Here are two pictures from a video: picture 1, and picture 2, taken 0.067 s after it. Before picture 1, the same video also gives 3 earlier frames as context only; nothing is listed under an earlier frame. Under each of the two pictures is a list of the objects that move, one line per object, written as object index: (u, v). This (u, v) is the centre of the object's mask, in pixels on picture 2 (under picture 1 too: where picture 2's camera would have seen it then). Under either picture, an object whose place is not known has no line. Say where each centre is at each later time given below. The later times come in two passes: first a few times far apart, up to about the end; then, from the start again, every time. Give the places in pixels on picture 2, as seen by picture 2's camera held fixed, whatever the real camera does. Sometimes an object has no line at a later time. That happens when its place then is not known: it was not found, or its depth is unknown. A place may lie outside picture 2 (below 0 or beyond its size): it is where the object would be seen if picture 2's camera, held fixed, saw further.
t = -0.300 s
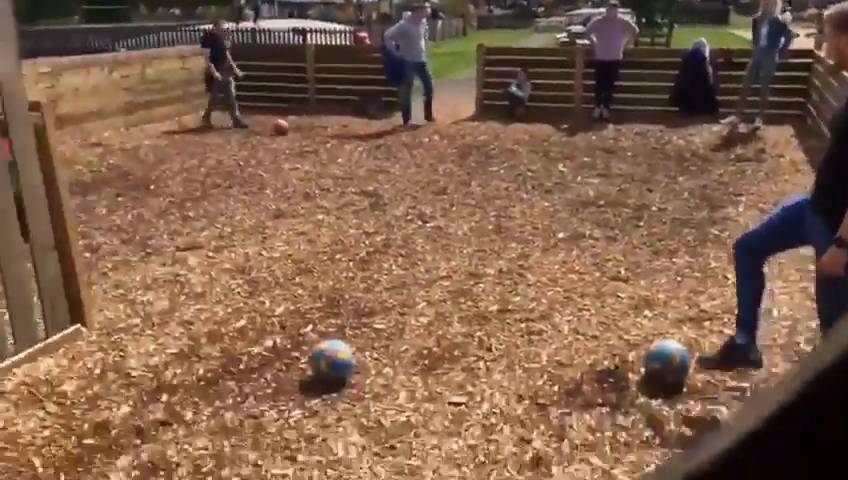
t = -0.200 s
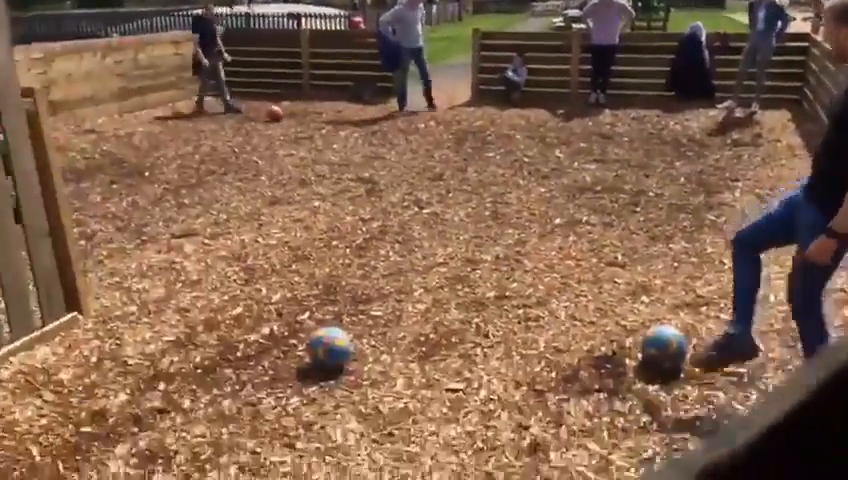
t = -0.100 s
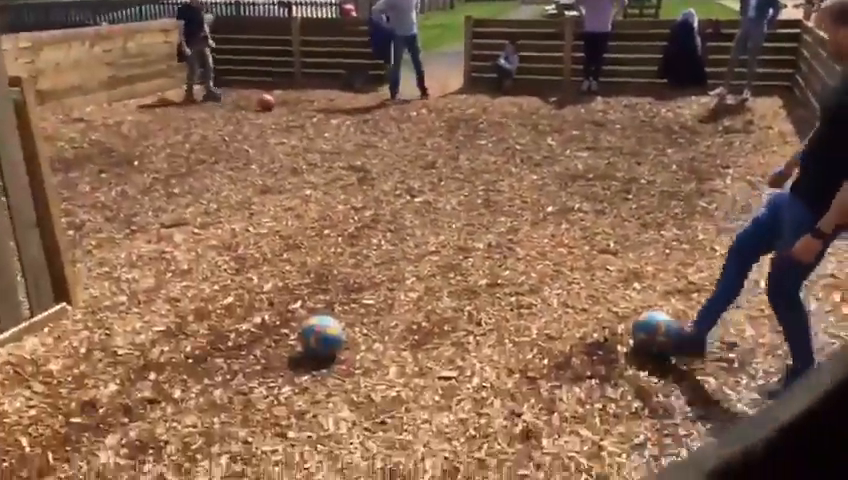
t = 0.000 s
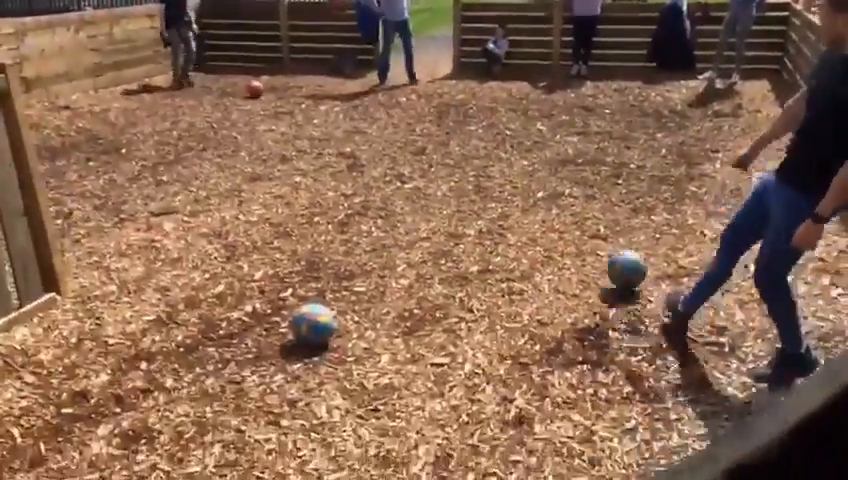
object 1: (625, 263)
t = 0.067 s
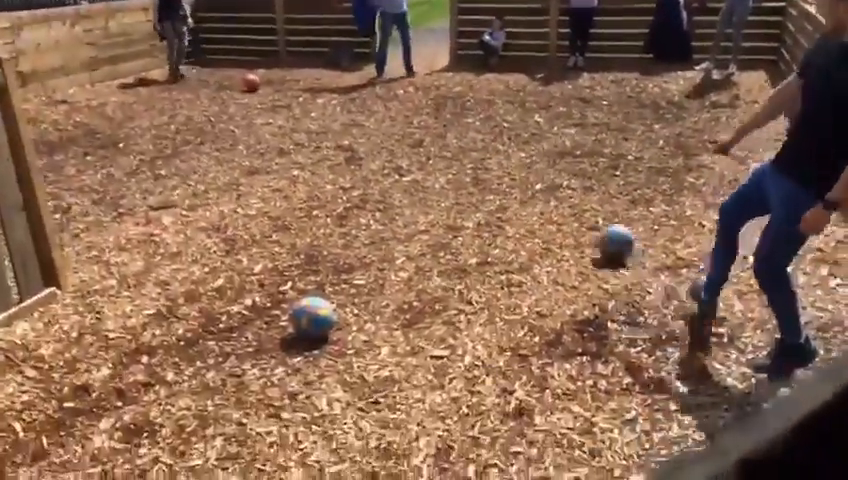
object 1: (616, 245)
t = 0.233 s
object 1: (605, 203)
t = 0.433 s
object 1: (600, 182)
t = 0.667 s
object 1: (602, 164)
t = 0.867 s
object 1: (604, 154)
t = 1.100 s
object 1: (607, 144)
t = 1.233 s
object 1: (609, 143)
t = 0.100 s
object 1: (610, 238)
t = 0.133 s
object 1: (608, 228)
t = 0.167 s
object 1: (606, 221)
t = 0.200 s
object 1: (607, 210)
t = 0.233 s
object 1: (605, 203)
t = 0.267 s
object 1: (603, 198)
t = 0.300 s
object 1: (601, 199)
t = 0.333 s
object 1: (600, 197)
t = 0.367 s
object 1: (600, 192)
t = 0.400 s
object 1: (601, 186)
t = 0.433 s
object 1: (600, 182)
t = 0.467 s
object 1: (599, 181)
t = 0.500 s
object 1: (600, 179)
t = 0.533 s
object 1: (600, 176)
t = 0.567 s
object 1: (600, 173)
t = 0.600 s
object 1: (601, 170)
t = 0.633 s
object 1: (602, 167)
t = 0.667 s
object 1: (602, 164)
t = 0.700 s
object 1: (603, 162)
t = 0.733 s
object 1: (603, 160)
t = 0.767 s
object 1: (603, 157)
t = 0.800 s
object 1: (603, 154)
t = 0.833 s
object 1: (603, 154)
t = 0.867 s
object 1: (604, 154)
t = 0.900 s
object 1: (604, 153)
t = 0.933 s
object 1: (605, 151)
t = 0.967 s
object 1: (604, 150)
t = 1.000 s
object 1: (605, 148)
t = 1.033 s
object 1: (606, 148)
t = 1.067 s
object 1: (607, 146)
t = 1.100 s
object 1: (607, 144)
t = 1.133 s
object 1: (607, 143)
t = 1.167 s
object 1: (608, 143)
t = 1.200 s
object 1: (608, 143)
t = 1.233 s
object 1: (609, 143)
